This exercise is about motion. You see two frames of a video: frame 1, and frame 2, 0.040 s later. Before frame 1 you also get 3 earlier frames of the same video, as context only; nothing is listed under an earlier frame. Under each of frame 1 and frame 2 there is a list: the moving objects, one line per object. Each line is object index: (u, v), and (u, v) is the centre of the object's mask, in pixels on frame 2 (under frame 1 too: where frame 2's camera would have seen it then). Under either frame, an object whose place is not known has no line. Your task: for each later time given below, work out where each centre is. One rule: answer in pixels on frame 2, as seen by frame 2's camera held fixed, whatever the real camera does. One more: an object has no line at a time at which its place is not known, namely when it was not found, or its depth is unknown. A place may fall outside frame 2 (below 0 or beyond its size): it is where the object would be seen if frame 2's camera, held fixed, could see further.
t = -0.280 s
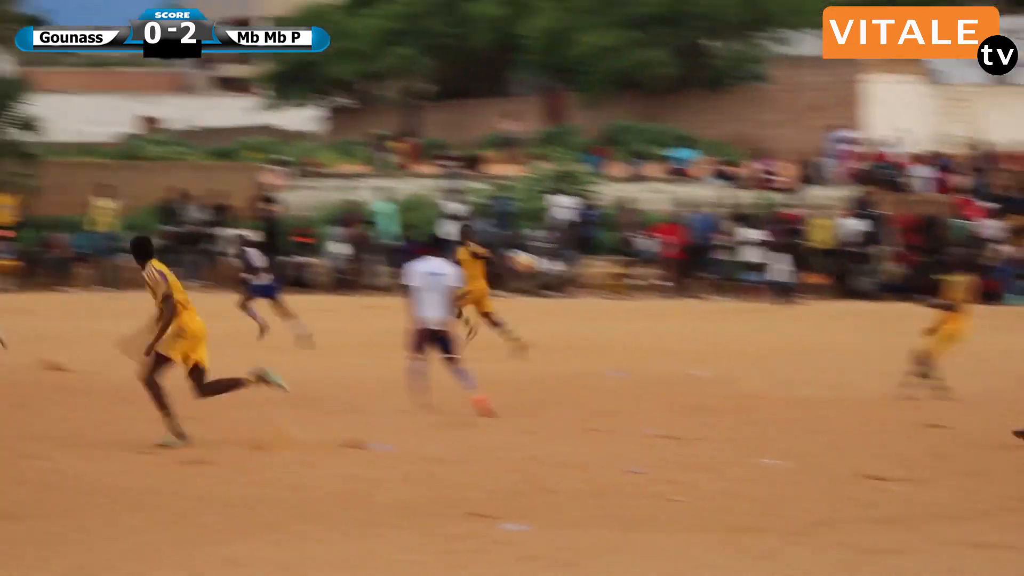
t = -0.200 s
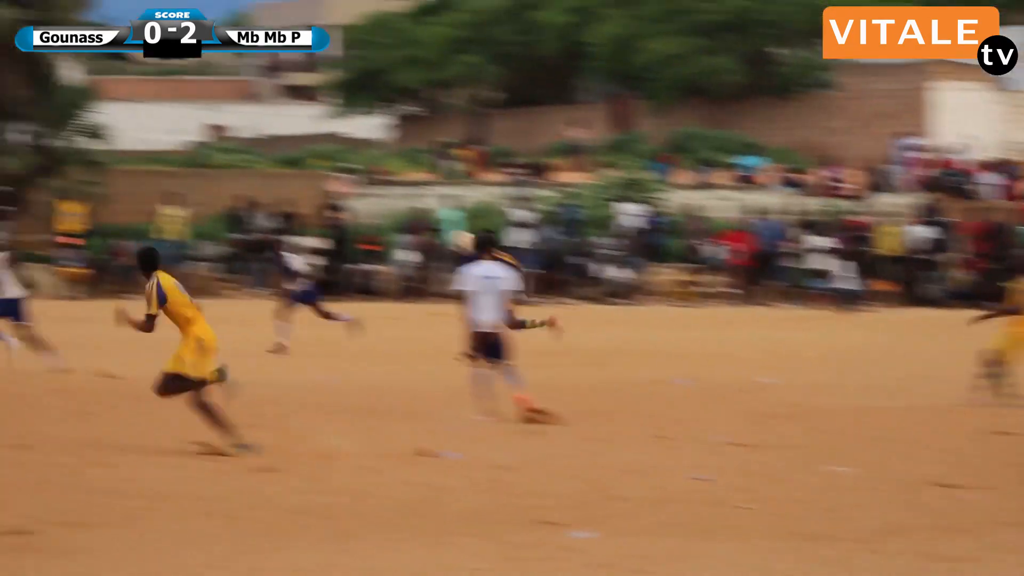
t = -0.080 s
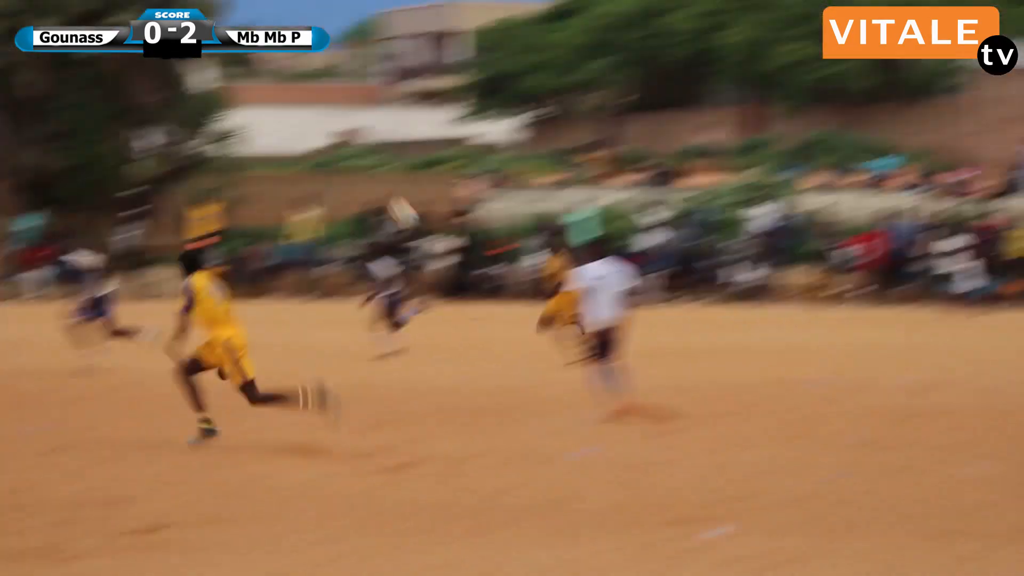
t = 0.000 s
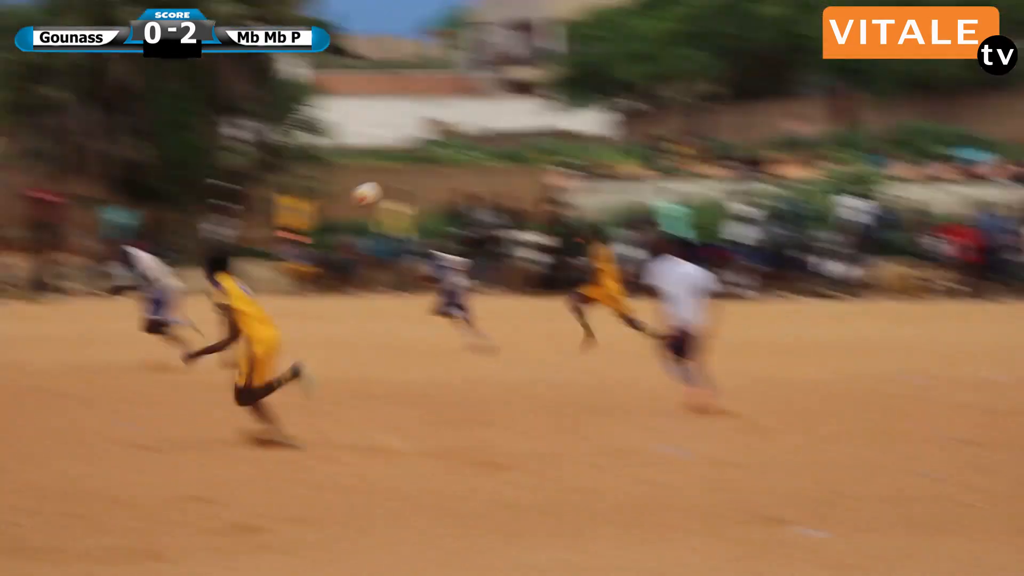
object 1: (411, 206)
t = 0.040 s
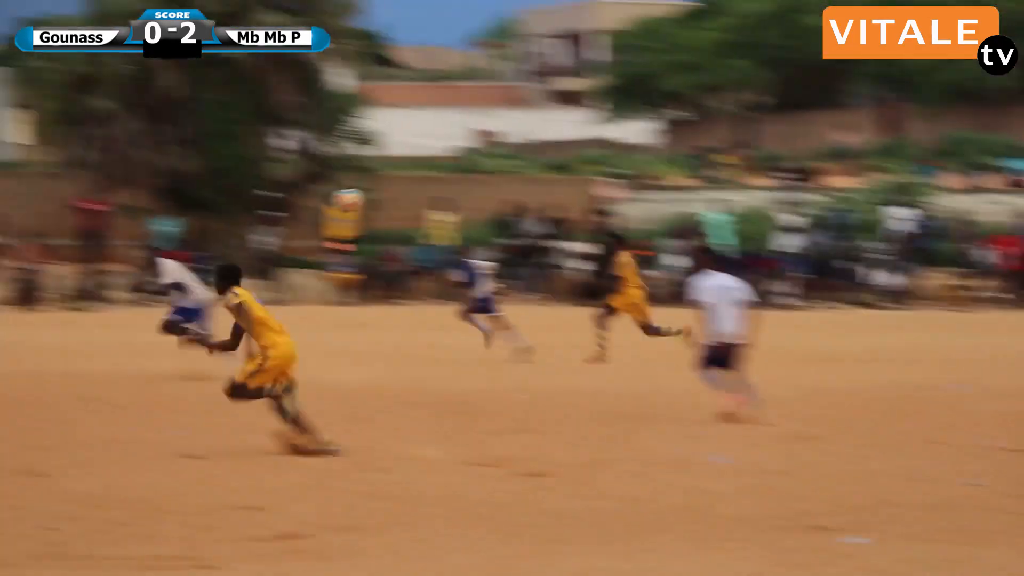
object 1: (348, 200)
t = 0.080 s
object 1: (285, 194)
